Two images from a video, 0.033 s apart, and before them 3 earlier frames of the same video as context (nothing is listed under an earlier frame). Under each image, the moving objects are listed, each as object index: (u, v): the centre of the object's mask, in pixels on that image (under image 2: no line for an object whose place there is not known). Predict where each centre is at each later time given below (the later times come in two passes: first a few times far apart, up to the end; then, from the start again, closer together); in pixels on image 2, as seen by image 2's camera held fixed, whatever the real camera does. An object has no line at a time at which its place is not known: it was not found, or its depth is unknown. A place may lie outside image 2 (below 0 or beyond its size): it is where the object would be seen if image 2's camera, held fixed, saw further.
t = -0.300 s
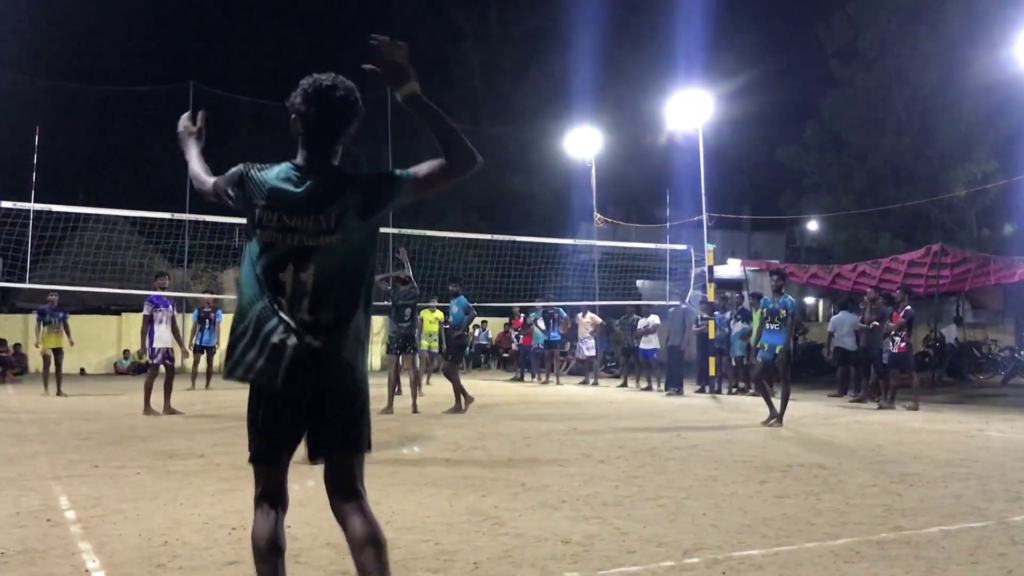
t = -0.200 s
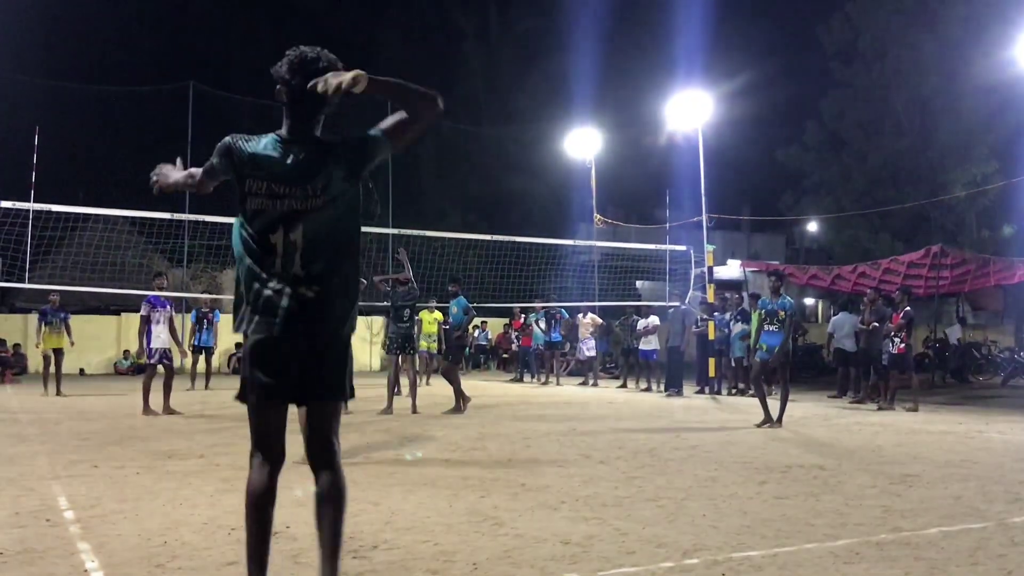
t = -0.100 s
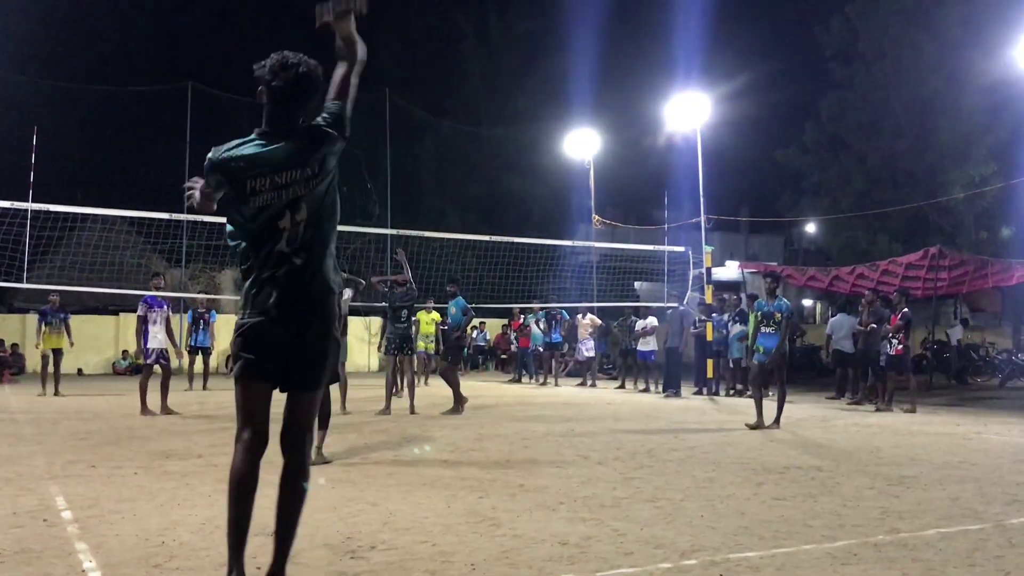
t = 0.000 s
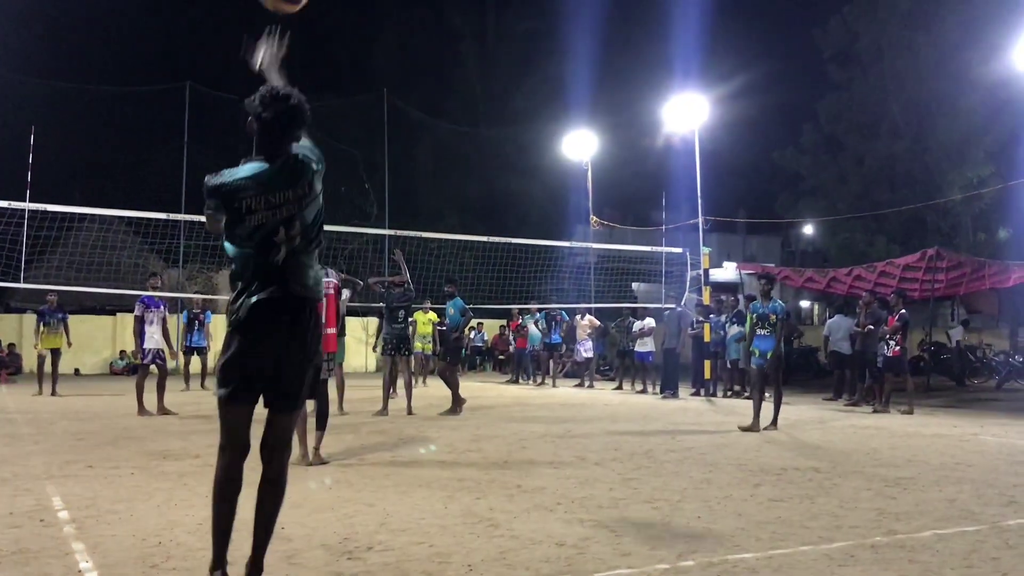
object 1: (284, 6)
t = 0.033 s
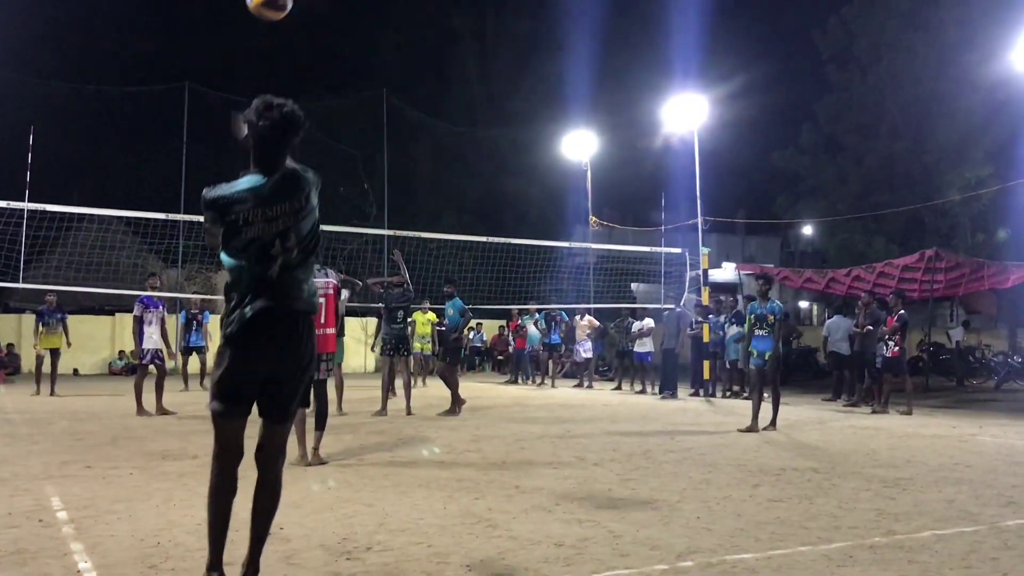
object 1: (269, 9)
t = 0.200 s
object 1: (230, 50)
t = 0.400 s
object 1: (209, 124)
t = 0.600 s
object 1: (200, 203)
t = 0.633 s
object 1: (201, 213)
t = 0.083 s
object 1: (254, 15)
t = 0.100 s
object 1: (249, 18)
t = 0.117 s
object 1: (246, 22)
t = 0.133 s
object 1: (242, 27)
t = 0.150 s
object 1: (239, 33)
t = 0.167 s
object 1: (236, 38)
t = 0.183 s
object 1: (233, 44)
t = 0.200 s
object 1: (230, 50)
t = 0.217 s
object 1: (227, 55)
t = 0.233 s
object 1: (225, 61)
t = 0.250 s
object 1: (223, 67)
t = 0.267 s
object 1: (221, 73)
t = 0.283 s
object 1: (219, 79)
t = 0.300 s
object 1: (217, 86)
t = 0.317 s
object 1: (216, 92)
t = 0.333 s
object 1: (214, 98)
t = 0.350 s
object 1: (213, 104)
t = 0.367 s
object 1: (211, 111)
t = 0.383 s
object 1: (210, 117)
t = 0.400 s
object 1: (209, 124)
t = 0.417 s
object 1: (208, 130)
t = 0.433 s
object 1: (207, 137)
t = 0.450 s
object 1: (206, 143)
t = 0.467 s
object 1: (205, 150)
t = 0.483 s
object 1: (204, 157)
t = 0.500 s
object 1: (203, 163)
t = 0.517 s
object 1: (203, 170)
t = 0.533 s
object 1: (202, 177)
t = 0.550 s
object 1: (202, 183)
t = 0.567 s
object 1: (201, 190)
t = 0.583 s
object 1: (201, 197)
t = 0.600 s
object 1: (200, 203)
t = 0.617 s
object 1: (200, 209)
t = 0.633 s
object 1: (201, 213)
